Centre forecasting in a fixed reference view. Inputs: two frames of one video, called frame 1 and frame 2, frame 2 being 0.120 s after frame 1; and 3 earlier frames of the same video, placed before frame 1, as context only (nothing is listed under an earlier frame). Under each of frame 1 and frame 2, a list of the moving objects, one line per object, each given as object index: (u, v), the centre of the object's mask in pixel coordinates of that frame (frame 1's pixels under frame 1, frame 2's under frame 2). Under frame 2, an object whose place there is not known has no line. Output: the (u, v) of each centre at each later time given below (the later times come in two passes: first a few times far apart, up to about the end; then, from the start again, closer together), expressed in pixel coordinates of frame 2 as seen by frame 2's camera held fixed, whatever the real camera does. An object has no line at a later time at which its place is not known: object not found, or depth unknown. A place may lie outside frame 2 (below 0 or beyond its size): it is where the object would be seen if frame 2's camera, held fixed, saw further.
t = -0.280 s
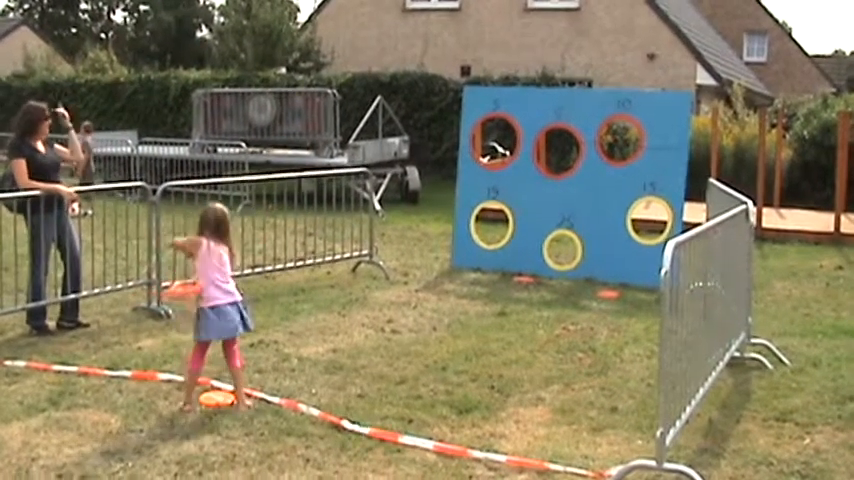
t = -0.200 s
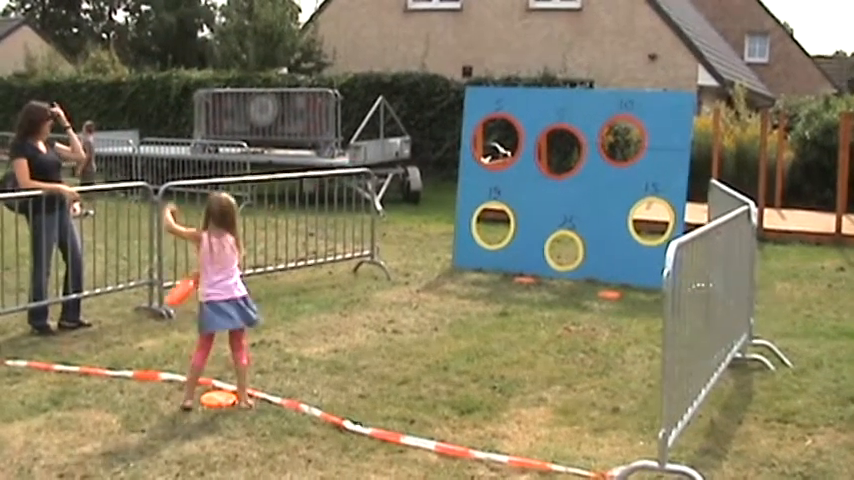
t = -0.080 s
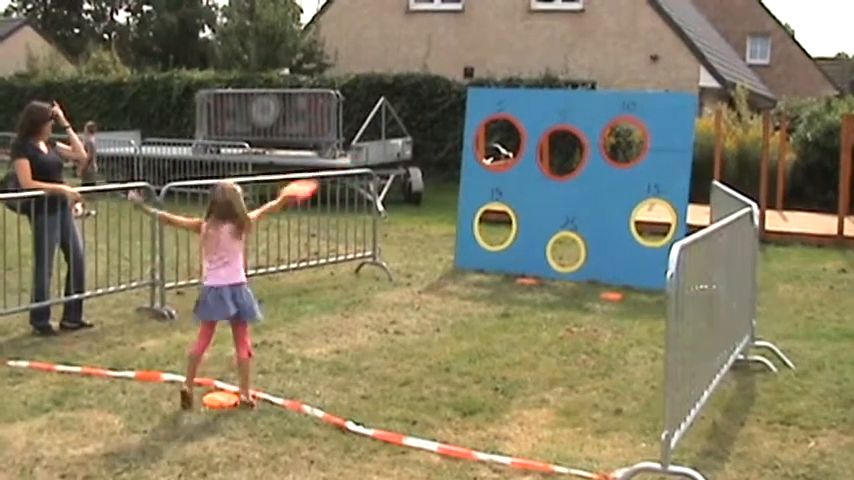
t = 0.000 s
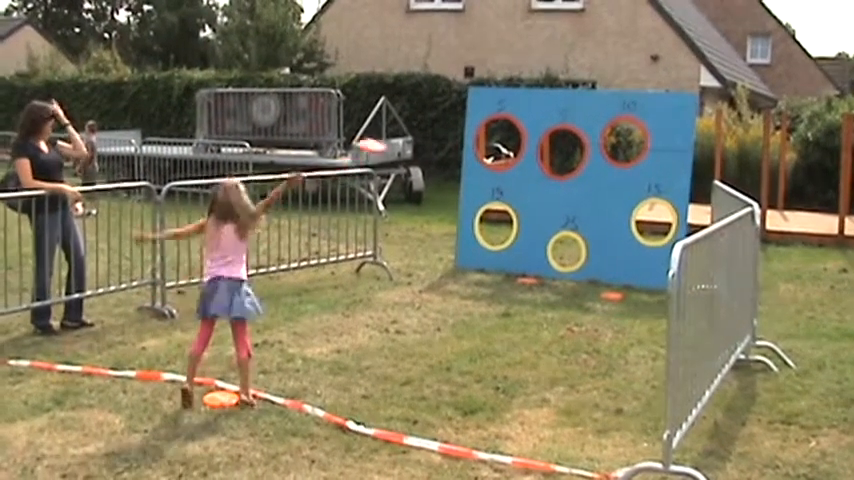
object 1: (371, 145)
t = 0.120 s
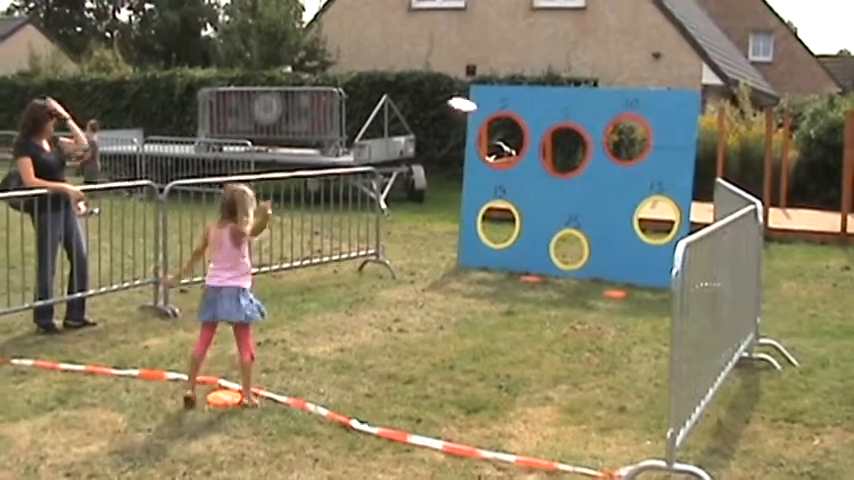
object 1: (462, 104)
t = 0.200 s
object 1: (512, 88)
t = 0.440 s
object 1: (627, 54)
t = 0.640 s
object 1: (707, 48)
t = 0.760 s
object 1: (751, 55)
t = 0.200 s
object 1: (512, 88)
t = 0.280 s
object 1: (554, 75)
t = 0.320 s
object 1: (572, 69)
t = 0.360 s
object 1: (592, 63)
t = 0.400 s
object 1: (611, 58)
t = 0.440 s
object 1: (627, 54)
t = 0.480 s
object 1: (646, 53)
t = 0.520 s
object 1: (660, 51)
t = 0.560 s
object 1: (677, 50)
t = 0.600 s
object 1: (692, 49)
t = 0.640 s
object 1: (707, 48)
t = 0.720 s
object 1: (736, 52)
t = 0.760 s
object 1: (751, 55)
